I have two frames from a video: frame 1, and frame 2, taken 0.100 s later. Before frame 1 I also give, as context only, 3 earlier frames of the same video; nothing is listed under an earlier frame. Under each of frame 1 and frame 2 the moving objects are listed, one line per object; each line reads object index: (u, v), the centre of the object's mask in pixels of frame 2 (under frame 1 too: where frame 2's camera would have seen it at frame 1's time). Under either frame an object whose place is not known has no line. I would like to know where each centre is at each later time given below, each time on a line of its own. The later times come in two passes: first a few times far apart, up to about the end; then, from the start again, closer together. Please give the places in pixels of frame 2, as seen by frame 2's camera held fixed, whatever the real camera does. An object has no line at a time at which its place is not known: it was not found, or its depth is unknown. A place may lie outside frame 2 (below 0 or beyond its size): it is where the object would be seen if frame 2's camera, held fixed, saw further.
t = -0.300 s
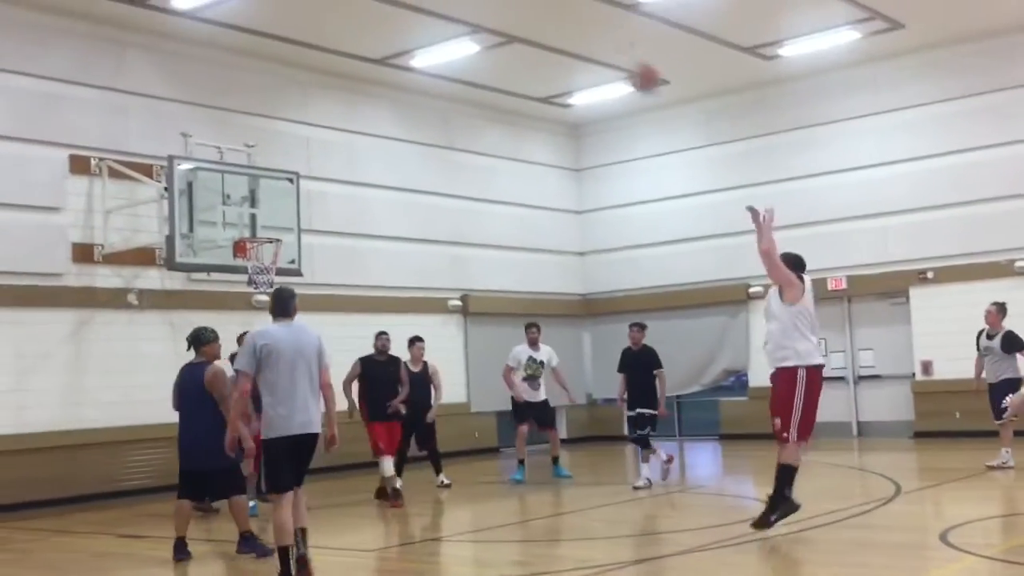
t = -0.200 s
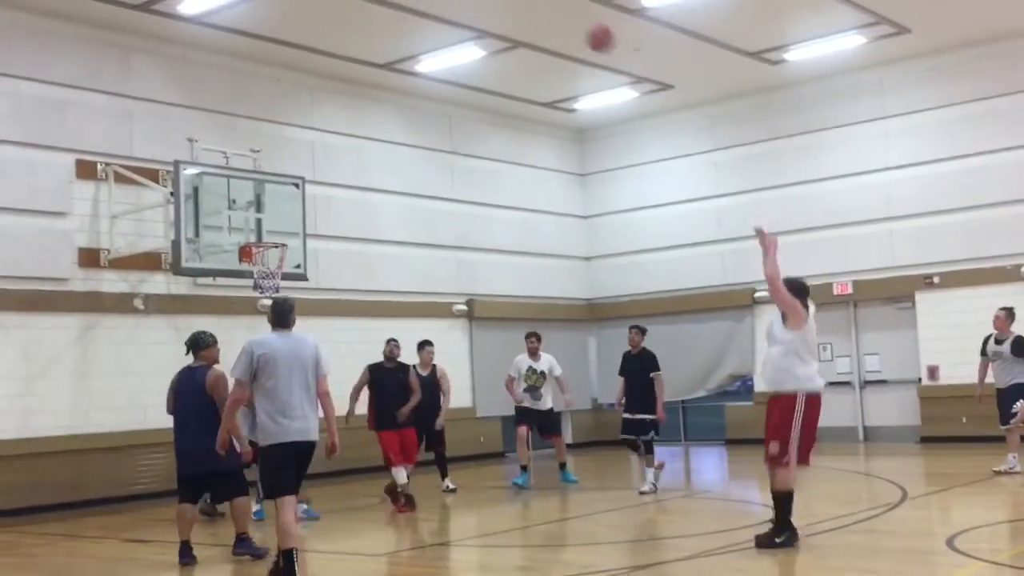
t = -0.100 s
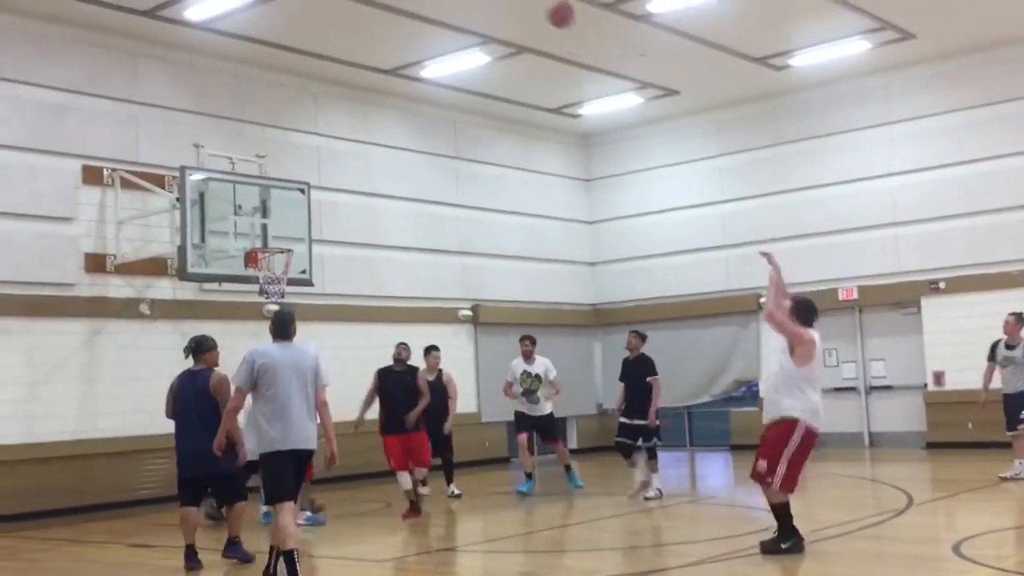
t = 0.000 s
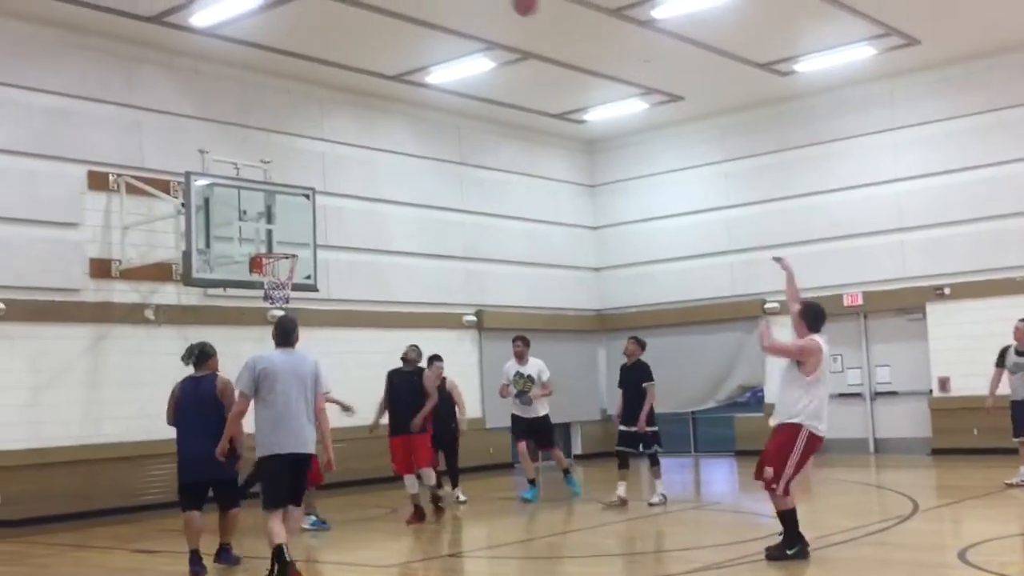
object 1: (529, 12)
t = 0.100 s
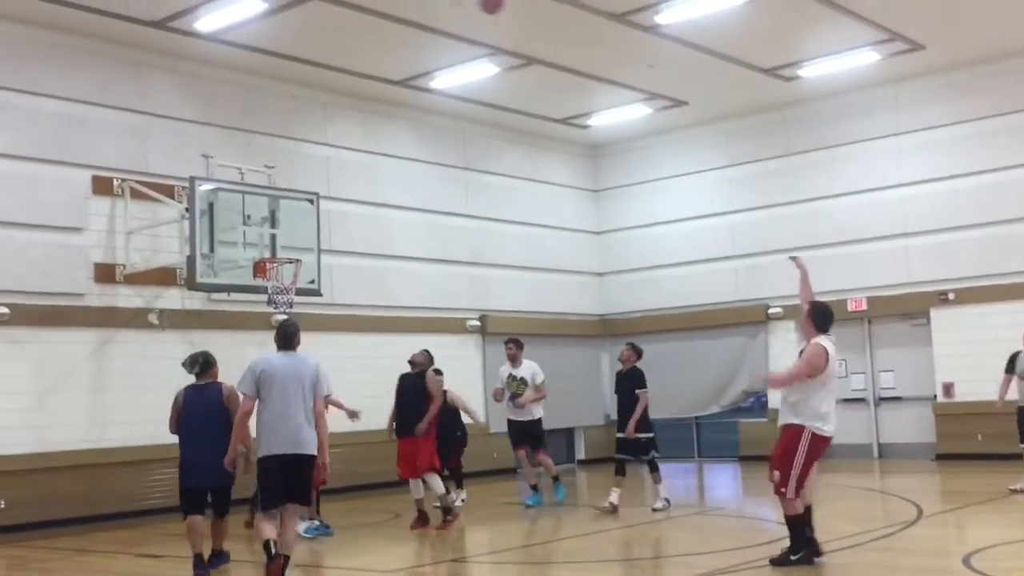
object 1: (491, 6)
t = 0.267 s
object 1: (435, 13)
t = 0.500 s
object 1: (368, 70)
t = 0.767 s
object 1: (303, 182)
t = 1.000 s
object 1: (294, 280)
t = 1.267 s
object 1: (306, 266)
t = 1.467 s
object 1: (305, 287)
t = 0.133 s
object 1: (480, 5)
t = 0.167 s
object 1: (467, 5)
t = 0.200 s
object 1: (457, 6)
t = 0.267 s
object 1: (435, 13)
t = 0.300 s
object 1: (425, 18)
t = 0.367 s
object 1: (404, 31)
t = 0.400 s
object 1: (395, 41)
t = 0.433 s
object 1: (385, 50)
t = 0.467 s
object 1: (376, 60)
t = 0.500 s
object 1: (368, 70)
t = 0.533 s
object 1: (359, 82)
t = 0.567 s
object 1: (350, 95)
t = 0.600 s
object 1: (342, 107)
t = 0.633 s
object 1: (335, 120)
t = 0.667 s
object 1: (326, 134)
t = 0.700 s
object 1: (317, 152)
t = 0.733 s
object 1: (311, 166)
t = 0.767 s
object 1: (303, 182)
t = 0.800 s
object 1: (296, 200)
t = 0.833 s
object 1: (289, 219)
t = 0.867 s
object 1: (282, 237)
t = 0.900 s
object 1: (274, 257)
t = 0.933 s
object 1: (277, 269)
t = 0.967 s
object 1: (288, 280)
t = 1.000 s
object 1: (294, 280)
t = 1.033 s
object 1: (297, 280)
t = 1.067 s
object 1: (301, 275)
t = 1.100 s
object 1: (302, 272)
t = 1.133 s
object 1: (304, 272)
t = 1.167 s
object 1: (305, 269)
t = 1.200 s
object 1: (305, 266)
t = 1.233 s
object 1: (305, 266)
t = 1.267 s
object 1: (306, 266)
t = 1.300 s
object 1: (305, 267)
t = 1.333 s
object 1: (304, 270)
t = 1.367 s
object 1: (303, 273)
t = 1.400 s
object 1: (303, 277)
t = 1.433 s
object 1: (306, 283)
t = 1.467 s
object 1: (305, 287)
